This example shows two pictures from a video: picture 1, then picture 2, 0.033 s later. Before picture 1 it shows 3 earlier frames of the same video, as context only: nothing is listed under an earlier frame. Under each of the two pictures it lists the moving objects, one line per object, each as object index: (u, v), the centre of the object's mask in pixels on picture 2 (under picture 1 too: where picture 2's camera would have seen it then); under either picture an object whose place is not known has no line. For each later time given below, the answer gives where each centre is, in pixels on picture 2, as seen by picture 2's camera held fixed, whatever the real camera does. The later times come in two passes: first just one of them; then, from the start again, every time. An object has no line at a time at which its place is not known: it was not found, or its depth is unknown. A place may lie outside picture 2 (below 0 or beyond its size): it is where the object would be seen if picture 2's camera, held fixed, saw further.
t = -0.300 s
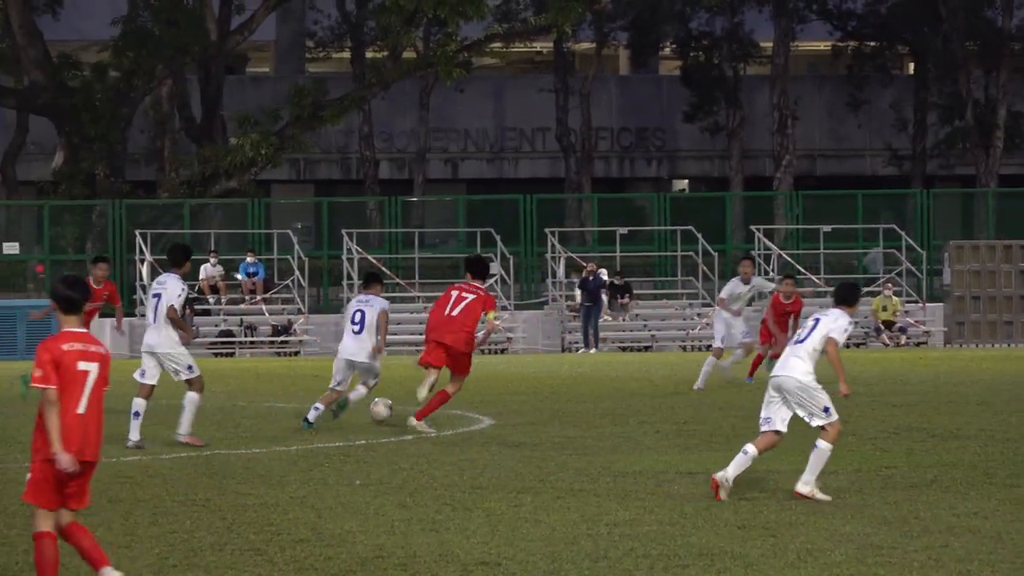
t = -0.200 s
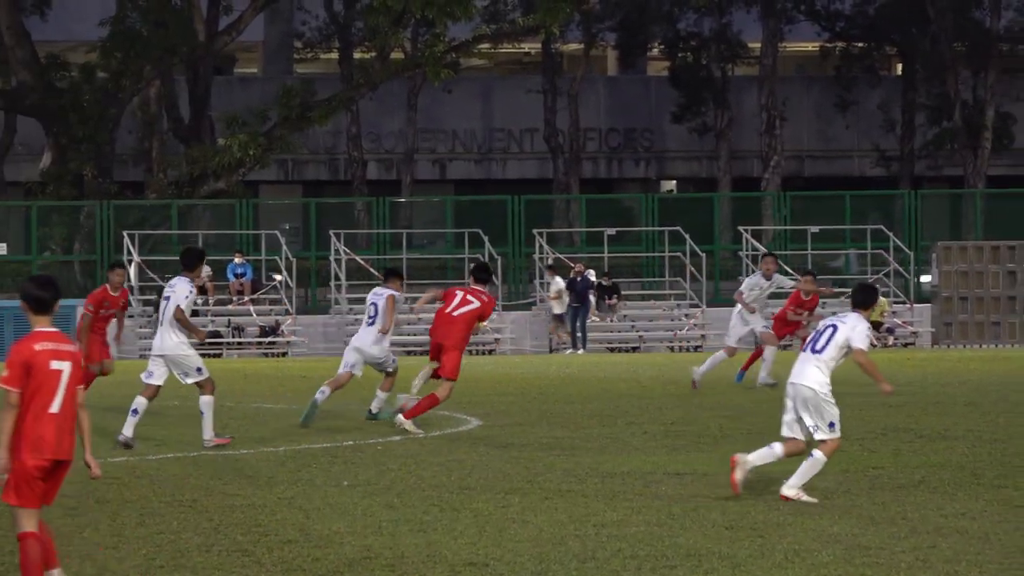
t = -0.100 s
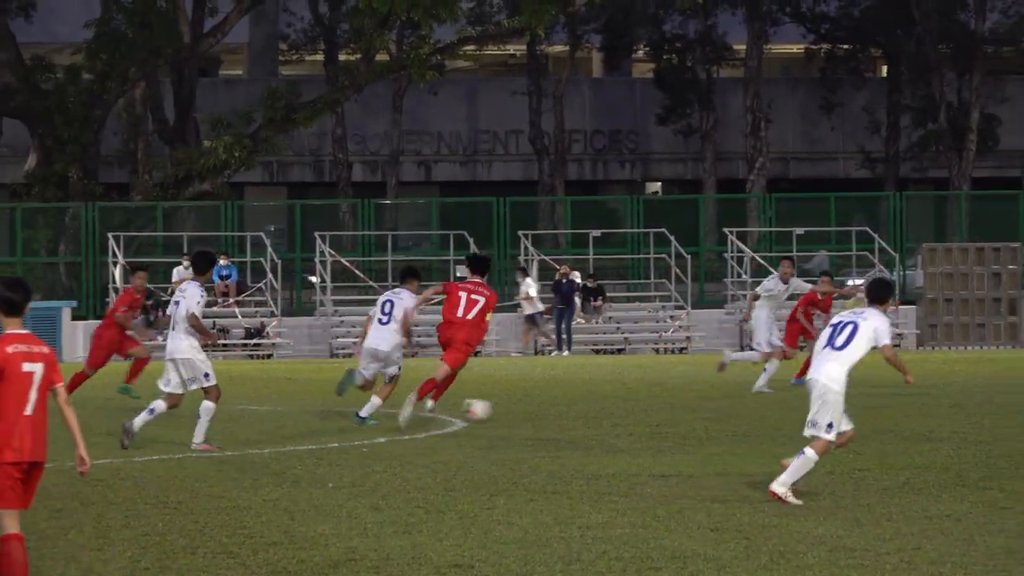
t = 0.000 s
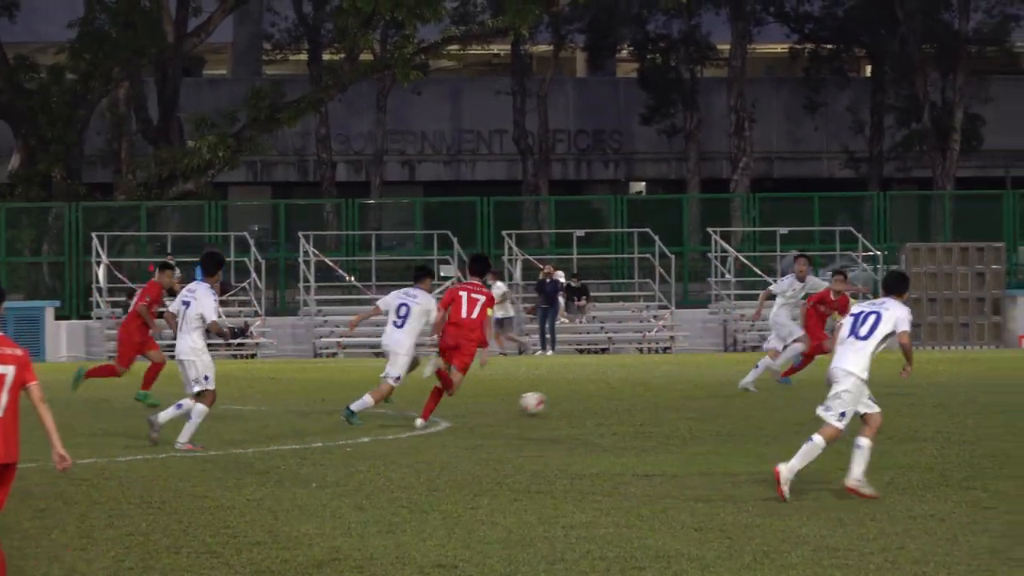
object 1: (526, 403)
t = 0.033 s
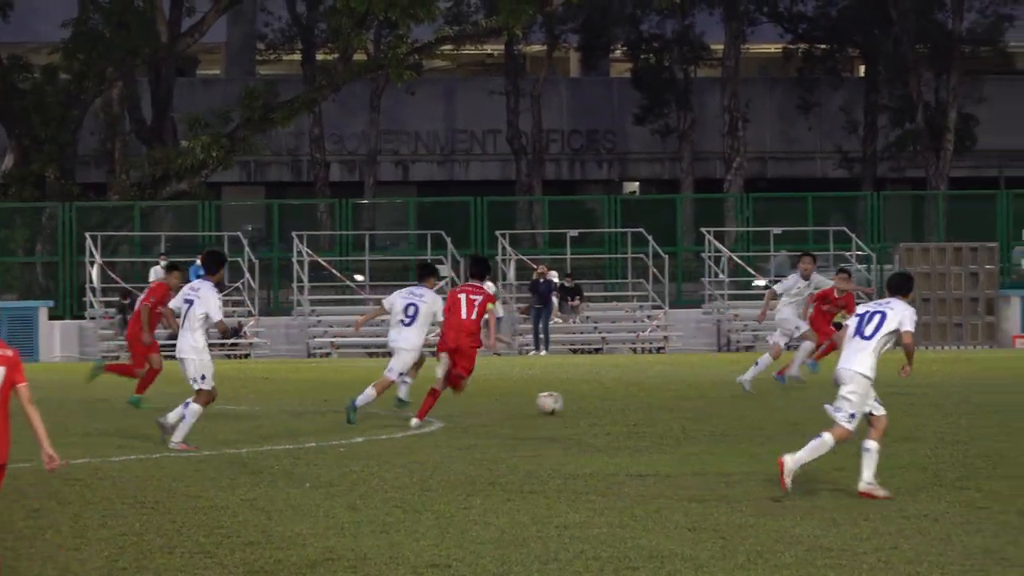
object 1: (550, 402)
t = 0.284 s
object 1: (693, 398)
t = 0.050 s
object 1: (560, 403)
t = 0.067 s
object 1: (572, 403)
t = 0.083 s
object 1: (584, 403)
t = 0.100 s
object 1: (594, 402)
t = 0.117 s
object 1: (603, 401)
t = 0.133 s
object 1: (613, 400)
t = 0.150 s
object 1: (622, 399)
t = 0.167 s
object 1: (631, 399)
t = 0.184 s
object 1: (640, 398)
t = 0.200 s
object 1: (650, 398)
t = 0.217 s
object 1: (659, 398)
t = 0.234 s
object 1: (668, 399)
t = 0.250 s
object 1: (677, 399)
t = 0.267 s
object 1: (686, 400)
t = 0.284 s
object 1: (693, 398)
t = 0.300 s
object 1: (700, 397)
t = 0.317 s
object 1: (707, 395)
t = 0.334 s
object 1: (714, 394)
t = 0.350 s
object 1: (721, 394)
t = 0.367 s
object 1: (728, 393)
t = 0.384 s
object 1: (735, 393)
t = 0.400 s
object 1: (741, 393)
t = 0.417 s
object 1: (749, 393)
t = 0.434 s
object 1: (756, 393)
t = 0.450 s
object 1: (762, 395)
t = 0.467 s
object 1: (769, 396)
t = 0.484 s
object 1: (776, 397)
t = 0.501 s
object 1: (783, 396)
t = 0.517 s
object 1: (790, 395)
